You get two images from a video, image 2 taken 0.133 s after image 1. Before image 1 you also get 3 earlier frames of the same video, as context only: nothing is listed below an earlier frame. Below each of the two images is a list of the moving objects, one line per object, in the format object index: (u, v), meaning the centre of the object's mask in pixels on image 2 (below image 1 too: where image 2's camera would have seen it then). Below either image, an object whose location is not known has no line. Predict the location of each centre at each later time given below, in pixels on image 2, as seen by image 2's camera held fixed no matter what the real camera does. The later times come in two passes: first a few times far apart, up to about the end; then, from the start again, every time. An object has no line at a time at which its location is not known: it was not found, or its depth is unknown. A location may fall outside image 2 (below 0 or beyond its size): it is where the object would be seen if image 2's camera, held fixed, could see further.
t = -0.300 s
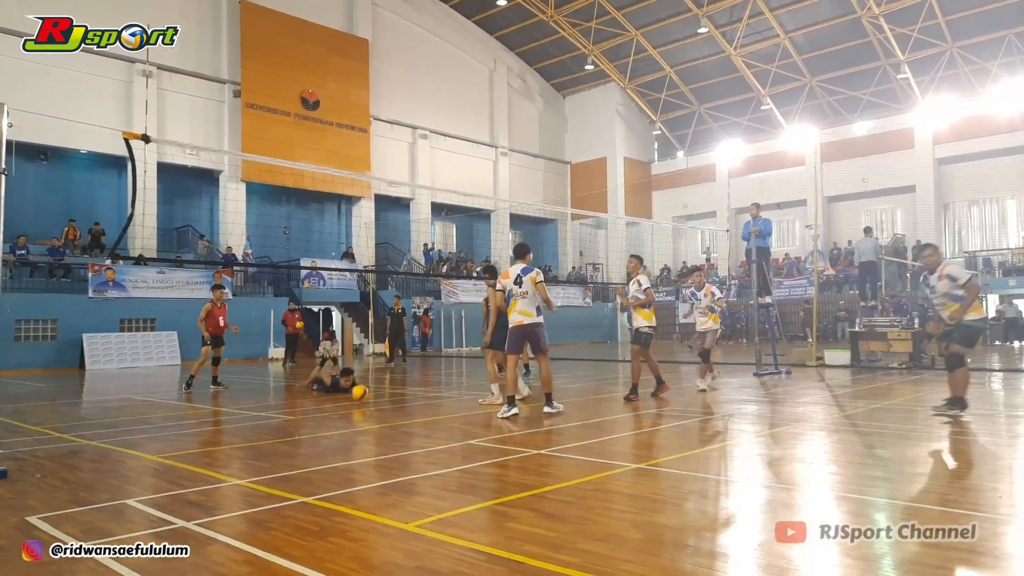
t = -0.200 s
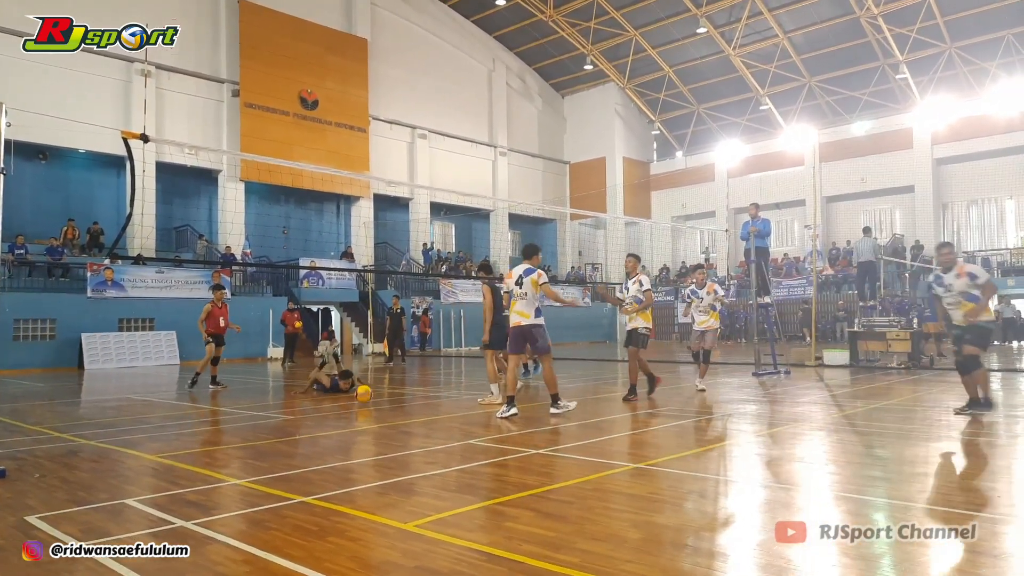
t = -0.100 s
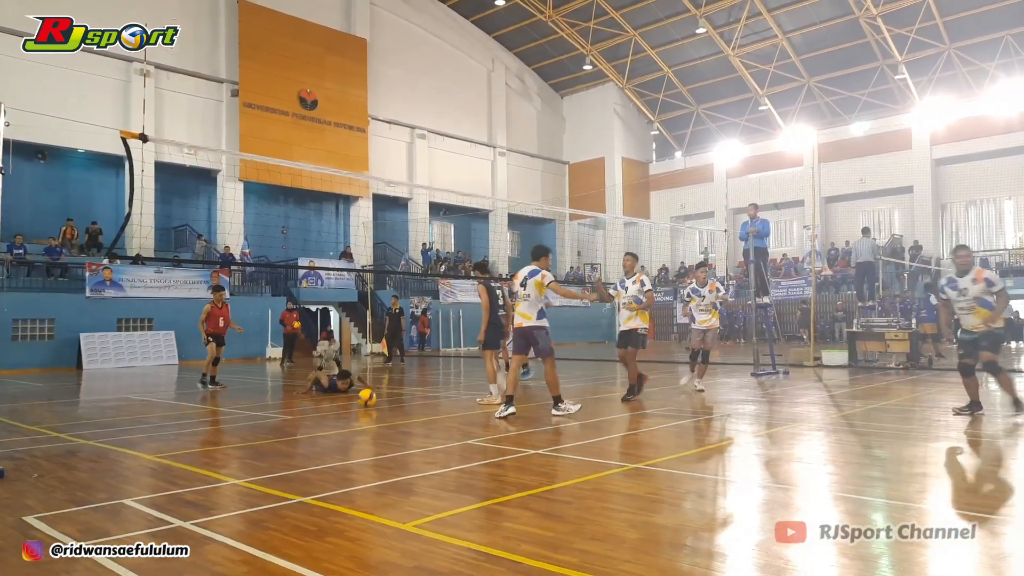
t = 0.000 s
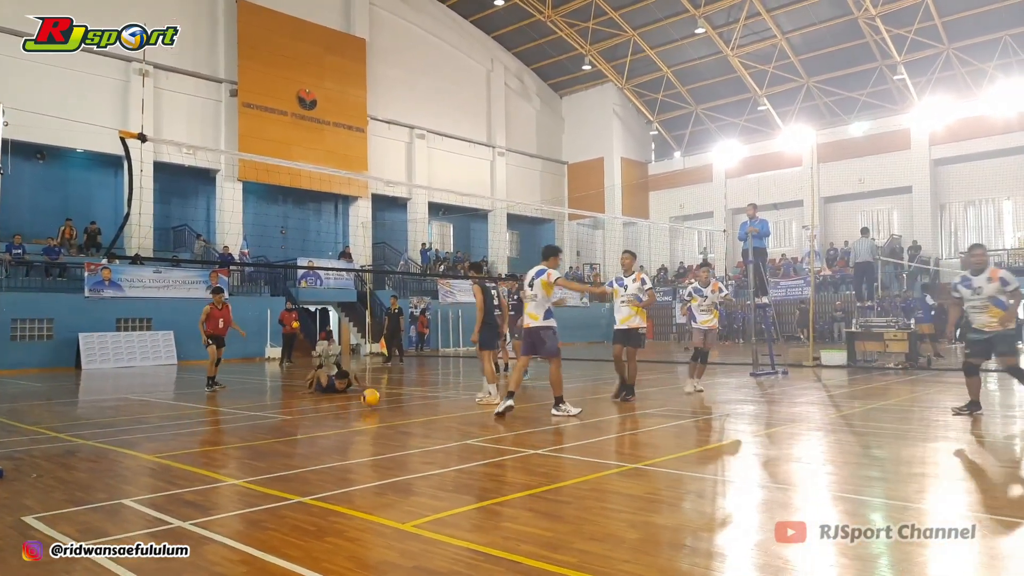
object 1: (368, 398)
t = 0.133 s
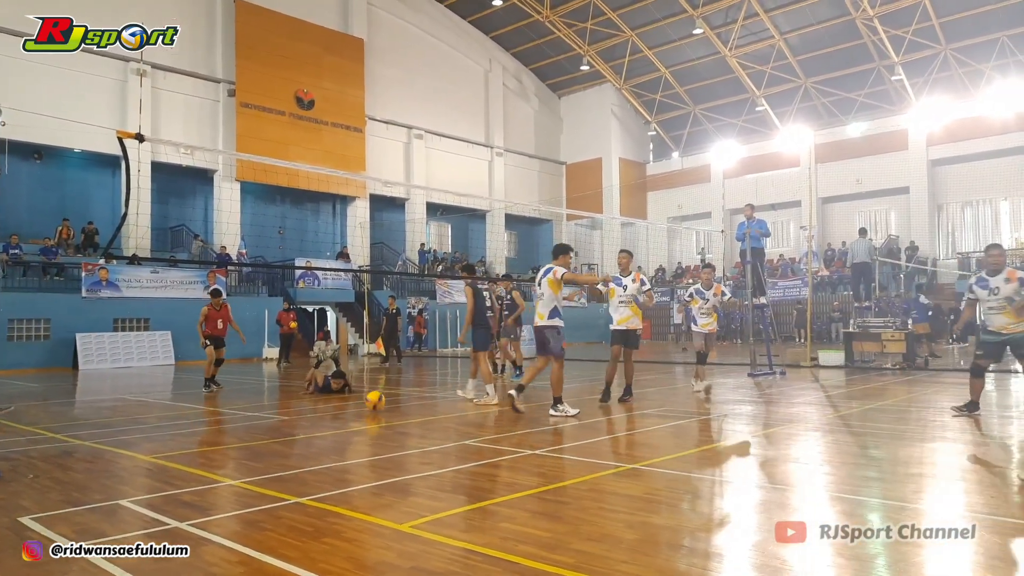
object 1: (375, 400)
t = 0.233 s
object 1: (380, 402)
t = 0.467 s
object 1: (393, 410)
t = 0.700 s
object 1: (408, 416)
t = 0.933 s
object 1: (423, 425)
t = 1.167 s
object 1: (444, 434)
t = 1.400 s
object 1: (467, 445)
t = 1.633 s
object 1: (495, 456)
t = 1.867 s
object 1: (528, 471)
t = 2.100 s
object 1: (569, 486)
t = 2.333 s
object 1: (622, 511)
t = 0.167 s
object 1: (376, 402)
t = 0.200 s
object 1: (378, 404)
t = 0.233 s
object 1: (380, 402)
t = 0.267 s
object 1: (382, 403)
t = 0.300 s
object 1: (384, 403)
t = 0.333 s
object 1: (386, 407)
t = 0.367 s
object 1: (388, 407)
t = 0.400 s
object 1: (390, 407)
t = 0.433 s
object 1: (391, 408)
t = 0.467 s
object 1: (393, 410)
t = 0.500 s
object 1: (395, 411)
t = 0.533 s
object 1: (397, 411)
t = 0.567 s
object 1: (399, 413)
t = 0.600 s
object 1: (401, 413)
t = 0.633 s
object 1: (403, 415)
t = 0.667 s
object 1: (405, 416)
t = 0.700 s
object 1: (408, 416)
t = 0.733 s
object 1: (410, 418)
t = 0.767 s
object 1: (413, 419)
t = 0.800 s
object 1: (415, 420)
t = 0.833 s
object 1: (417, 422)
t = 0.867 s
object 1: (420, 423)
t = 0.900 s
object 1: (421, 423)
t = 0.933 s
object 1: (423, 425)
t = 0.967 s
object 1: (427, 426)
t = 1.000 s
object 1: (429, 428)
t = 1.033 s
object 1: (432, 429)
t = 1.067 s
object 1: (435, 430)
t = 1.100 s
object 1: (438, 431)
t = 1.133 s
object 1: (441, 433)
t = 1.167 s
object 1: (444, 434)
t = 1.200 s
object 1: (447, 436)
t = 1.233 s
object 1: (451, 437)
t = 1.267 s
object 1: (453, 438)
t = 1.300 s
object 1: (457, 440)
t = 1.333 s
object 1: (461, 441)
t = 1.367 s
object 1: (464, 443)
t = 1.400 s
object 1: (467, 445)
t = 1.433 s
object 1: (471, 446)
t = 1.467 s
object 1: (475, 448)
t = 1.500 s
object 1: (479, 449)
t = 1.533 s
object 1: (482, 451)
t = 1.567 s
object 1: (486, 452)
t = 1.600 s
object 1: (491, 455)
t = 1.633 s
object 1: (495, 456)
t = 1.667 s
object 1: (499, 458)
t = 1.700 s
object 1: (504, 460)
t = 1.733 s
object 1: (508, 462)
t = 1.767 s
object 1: (513, 464)
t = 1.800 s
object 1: (518, 466)
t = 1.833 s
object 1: (523, 468)
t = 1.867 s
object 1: (528, 471)
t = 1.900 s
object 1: (533, 472)
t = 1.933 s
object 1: (538, 475)
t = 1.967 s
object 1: (543, 478)
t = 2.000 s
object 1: (550, 480)
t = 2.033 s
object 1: (556, 482)
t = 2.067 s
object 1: (563, 486)
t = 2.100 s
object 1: (569, 486)
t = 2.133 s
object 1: (577, 492)
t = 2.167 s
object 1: (584, 494)
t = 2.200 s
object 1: (591, 499)
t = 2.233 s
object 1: (598, 501)
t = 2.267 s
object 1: (604, 505)
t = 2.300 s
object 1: (614, 509)
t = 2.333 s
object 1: (622, 511)
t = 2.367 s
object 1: (633, 517)
